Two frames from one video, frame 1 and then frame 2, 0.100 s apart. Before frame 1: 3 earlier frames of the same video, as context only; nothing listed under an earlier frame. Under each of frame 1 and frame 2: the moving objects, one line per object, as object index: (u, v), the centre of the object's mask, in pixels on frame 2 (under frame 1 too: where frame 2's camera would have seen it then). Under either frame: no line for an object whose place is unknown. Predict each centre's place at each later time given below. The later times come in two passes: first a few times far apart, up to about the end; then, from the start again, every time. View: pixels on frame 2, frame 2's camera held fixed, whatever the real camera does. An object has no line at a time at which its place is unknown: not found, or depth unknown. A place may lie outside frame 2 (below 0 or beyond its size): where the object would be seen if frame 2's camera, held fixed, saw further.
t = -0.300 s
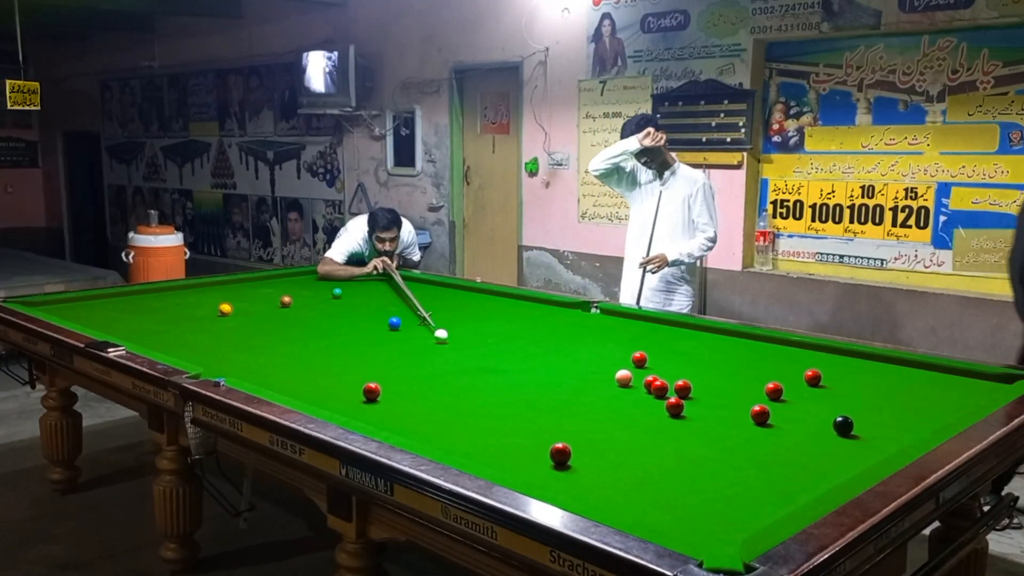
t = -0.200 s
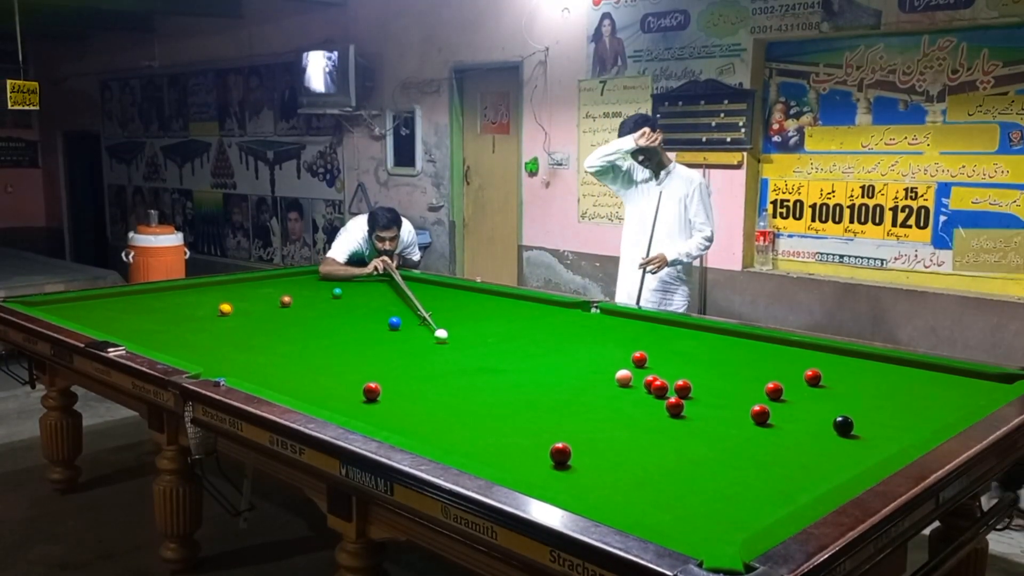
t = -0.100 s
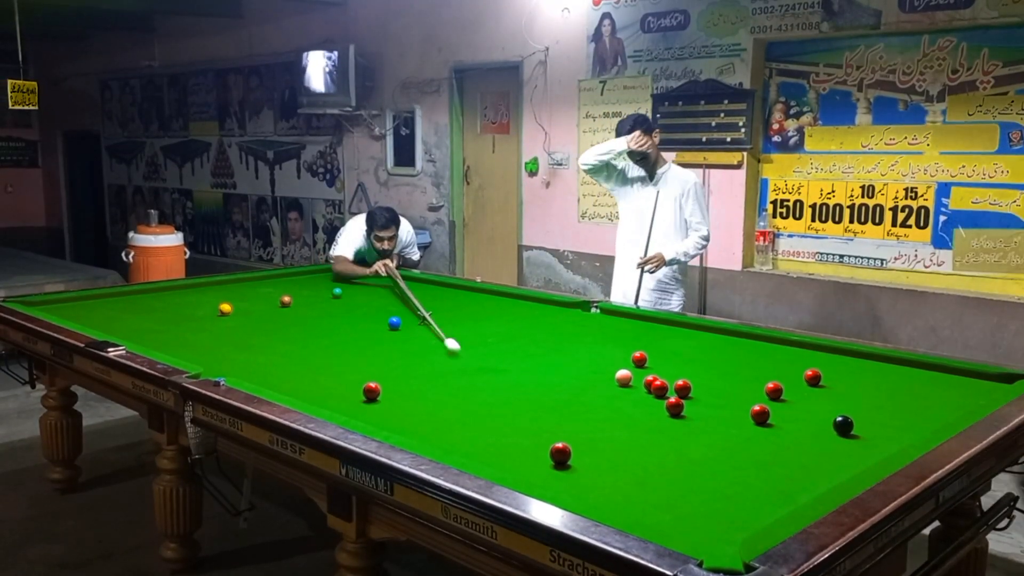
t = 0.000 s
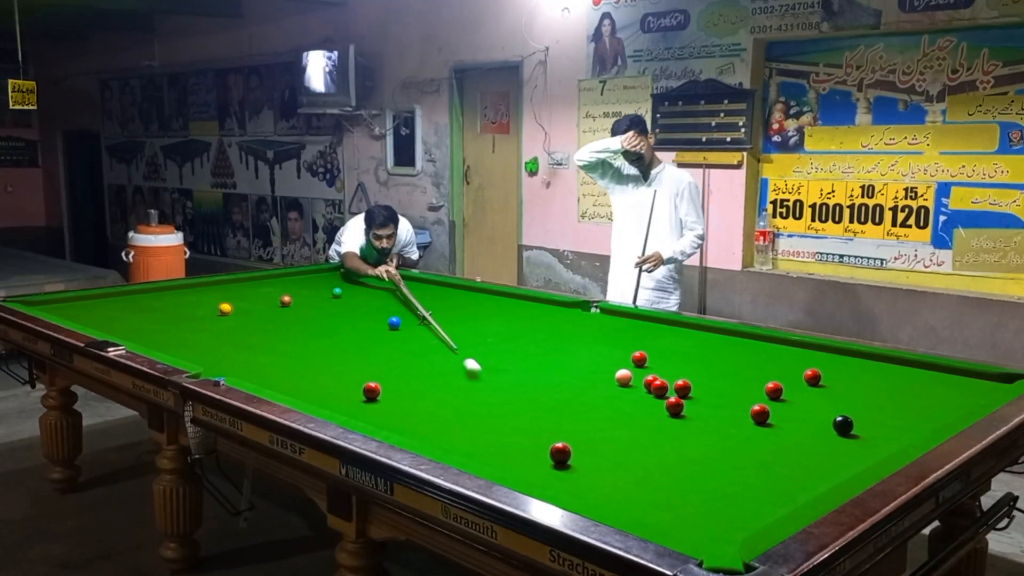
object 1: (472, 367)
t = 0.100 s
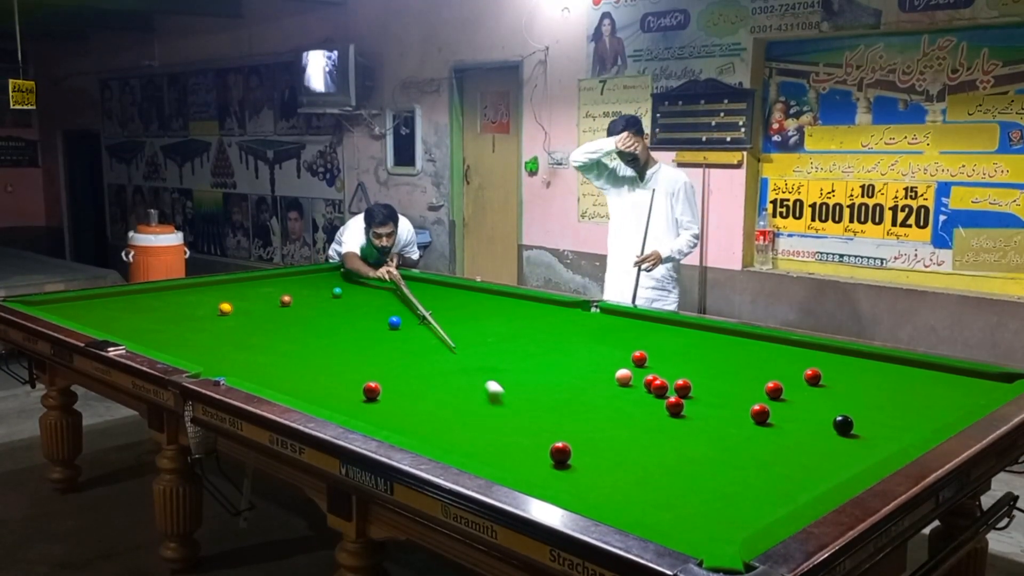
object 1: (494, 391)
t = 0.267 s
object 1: (536, 435)
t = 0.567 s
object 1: (512, 466)
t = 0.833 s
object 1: (592, 461)
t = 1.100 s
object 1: (665, 453)
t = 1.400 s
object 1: (739, 447)
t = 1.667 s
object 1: (798, 441)
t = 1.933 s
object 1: (852, 435)
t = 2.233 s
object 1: (907, 430)
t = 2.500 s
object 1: (926, 422)
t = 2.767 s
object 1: (923, 414)
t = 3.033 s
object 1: (920, 406)
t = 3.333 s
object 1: (919, 399)
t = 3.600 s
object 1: (918, 393)
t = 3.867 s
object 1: (917, 389)
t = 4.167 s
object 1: (917, 386)
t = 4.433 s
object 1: (918, 384)
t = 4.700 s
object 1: (918, 383)
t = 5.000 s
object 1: (918, 382)
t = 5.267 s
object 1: (918, 382)
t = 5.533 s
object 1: (918, 382)
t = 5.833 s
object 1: (918, 383)
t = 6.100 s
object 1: (918, 382)
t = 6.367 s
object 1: (918, 382)
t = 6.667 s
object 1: (918, 382)
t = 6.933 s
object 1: (918, 382)
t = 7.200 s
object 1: (918, 382)
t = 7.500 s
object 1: (918, 382)
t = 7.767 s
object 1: (918, 382)
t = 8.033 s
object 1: (918, 382)
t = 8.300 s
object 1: (918, 382)
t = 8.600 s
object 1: (918, 382)
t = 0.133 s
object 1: (502, 398)
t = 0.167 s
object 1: (510, 407)
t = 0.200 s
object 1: (518, 416)
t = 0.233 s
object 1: (527, 425)
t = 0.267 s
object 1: (536, 435)
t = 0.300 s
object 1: (544, 446)
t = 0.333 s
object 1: (538, 449)
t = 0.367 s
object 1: (530, 452)
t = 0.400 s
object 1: (522, 455)
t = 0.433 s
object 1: (516, 458)
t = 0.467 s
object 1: (510, 462)
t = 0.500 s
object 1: (505, 464)
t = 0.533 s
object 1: (503, 466)
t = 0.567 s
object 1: (512, 466)
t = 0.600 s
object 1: (523, 468)
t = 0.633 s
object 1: (533, 467)
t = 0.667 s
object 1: (543, 466)
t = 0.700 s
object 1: (553, 465)
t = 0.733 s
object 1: (563, 464)
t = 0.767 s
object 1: (573, 463)
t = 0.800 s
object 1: (582, 462)
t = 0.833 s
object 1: (592, 461)
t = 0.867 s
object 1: (601, 460)
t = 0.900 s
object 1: (611, 458)
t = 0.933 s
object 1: (620, 458)
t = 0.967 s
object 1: (629, 457)
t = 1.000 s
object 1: (638, 456)
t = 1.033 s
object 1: (647, 455)
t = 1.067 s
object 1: (656, 454)
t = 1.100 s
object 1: (665, 453)
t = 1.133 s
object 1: (674, 453)
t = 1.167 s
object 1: (682, 452)
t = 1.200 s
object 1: (691, 451)
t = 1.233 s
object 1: (699, 450)
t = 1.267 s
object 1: (707, 450)
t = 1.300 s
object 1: (715, 449)
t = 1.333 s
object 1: (723, 448)
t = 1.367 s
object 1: (731, 447)
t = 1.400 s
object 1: (739, 447)
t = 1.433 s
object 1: (747, 446)
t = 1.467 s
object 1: (754, 445)
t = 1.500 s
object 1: (762, 444)
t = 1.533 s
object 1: (769, 443)
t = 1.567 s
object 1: (777, 443)
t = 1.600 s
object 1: (784, 442)
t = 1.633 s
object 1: (791, 441)
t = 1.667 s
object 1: (798, 441)
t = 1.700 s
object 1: (805, 440)
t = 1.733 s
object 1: (813, 439)
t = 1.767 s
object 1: (819, 438)
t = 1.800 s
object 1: (826, 438)
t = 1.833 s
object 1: (833, 437)
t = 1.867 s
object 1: (840, 436)
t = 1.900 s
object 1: (846, 435)
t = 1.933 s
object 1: (852, 435)
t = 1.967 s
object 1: (859, 435)
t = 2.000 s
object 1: (865, 434)
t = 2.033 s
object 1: (871, 433)
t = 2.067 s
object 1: (878, 433)
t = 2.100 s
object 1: (884, 432)
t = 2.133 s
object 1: (890, 432)
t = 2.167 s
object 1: (896, 431)
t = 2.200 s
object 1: (902, 431)
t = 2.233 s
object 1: (907, 430)
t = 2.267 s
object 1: (913, 429)
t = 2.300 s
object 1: (918, 427)
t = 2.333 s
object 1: (923, 426)
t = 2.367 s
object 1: (926, 424)
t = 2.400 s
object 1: (926, 424)
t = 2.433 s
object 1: (926, 423)
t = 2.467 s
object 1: (926, 423)
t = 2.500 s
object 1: (926, 422)
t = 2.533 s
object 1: (925, 421)
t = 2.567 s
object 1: (925, 420)
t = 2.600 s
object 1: (925, 419)
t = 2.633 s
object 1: (924, 418)
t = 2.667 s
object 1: (924, 417)
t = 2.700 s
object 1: (924, 416)
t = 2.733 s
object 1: (923, 415)
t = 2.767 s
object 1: (923, 414)
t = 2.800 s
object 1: (922, 413)
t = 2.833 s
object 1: (922, 411)
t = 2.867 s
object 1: (922, 410)
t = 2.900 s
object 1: (922, 409)
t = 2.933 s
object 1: (921, 409)
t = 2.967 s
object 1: (921, 408)
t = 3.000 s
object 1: (920, 407)
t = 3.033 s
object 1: (920, 406)
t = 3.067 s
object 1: (920, 405)
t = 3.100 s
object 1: (920, 404)
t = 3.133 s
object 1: (920, 403)
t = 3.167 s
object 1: (920, 403)
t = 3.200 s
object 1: (919, 402)
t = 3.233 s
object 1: (919, 401)
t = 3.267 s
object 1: (919, 400)
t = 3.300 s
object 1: (919, 399)
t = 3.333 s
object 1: (919, 399)
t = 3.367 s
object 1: (919, 398)
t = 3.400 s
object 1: (919, 397)
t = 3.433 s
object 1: (919, 397)
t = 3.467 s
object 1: (919, 396)
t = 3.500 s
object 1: (919, 395)
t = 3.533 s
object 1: (918, 395)
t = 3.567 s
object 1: (918, 394)
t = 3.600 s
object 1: (918, 393)
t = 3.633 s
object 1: (918, 393)
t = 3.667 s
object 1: (918, 392)
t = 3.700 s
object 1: (918, 392)
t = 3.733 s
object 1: (918, 391)
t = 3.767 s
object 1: (918, 391)
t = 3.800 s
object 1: (917, 390)
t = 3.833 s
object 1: (917, 390)
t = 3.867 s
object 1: (917, 389)
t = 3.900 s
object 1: (917, 389)
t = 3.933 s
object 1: (917, 388)
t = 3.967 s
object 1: (917, 388)
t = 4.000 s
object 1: (917, 388)
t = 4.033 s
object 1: (917, 387)
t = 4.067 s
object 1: (917, 387)
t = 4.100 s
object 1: (917, 387)
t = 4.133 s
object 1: (917, 386)
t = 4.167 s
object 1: (917, 386)
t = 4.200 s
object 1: (917, 386)
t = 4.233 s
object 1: (918, 385)
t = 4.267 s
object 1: (918, 385)
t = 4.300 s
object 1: (918, 385)
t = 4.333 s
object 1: (918, 385)
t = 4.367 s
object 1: (918, 384)
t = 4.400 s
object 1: (918, 384)
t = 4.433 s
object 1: (918, 384)
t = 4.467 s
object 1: (918, 384)
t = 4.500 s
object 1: (918, 384)
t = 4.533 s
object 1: (918, 383)
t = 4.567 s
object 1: (918, 383)
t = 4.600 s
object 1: (918, 383)
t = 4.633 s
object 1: (918, 383)
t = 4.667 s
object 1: (918, 383)
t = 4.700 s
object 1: (918, 383)
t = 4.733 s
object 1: (918, 383)
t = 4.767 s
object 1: (918, 383)
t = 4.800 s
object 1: (918, 382)
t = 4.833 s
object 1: (918, 382)
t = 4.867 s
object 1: (918, 382)
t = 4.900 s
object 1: (918, 382)
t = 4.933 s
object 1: (918, 382)
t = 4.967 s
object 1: (918, 382)
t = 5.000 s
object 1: (918, 382)
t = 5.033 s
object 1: (918, 382)
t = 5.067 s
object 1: (918, 382)
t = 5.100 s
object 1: (918, 382)
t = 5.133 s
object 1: (918, 382)
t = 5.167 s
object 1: (918, 382)
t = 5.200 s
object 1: (918, 382)
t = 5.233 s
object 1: (918, 382)
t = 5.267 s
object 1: (918, 382)
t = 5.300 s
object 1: (918, 382)
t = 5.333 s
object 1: (918, 382)
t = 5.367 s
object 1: (918, 382)
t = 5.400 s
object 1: (918, 382)
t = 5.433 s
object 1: (918, 382)
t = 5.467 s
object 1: (918, 382)
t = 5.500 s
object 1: (918, 382)
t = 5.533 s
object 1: (918, 382)
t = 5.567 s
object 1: (918, 382)
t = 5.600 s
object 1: (918, 382)
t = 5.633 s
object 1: (918, 382)
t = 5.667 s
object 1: (918, 382)
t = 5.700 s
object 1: (918, 382)
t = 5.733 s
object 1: (918, 382)
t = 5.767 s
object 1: (918, 382)
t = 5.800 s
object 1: (918, 383)
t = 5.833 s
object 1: (918, 383)
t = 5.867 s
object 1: (918, 382)
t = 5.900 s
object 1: (918, 382)
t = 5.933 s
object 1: (918, 382)
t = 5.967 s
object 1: (918, 382)
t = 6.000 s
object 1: (918, 382)
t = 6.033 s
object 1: (918, 382)
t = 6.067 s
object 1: (918, 382)
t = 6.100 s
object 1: (918, 382)
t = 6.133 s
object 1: (918, 382)
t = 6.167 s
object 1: (918, 382)
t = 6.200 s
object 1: (918, 382)
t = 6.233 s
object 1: (918, 382)
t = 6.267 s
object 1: (918, 382)
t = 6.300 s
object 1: (918, 382)
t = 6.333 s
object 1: (918, 382)
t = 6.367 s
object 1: (918, 382)
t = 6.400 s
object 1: (918, 382)
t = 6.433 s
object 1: (918, 382)
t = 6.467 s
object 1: (918, 382)
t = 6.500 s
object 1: (918, 382)
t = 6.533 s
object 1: (918, 382)
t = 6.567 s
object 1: (918, 382)
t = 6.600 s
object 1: (918, 382)
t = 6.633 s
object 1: (918, 382)
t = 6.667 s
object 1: (918, 382)
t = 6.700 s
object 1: (918, 382)
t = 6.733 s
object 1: (918, 382)
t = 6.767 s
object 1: (918, 382)
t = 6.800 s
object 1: (918, 382)
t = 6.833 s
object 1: (918, 382)
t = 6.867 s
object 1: (918, 382)
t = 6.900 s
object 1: (918, 382)
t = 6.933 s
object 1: (918, 382)
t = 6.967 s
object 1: (918, 382)
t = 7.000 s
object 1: (918, 382)
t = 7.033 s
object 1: (918, 382)
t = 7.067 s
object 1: (918, 383)
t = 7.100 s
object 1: (918, 382)
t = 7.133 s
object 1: (918, 382)
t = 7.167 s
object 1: (918, 382)
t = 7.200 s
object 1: (918, 382)
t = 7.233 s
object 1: (918, 382)
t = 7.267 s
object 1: (918, 382)
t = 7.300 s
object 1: (918, 382)
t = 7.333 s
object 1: (918, 383)
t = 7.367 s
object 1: (918, 382)
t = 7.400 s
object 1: (918, 382)
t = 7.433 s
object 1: (918, 382)
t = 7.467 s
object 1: (918, 382)
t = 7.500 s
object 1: (918, 382)
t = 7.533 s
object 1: (918, 382)
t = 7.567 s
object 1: (918, 382)
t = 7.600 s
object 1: (918, 382)
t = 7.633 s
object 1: (918, 382)
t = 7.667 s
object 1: (918, 382)
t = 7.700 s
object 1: (918, 382)
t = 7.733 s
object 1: (918, 382)
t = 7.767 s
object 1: (918, 382)
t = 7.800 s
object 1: (918, 383)
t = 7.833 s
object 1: (918, 383)
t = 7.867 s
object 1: (918, 383)
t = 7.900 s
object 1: (918, 382)
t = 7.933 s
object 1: (918, 382)
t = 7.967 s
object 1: (918, 382)
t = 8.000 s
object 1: (918, 382)
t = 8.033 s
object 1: (918, 382)
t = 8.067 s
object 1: (918, 383)
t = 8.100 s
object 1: (918, 382)
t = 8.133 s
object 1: (918, 383)
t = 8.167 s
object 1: (918, 382)
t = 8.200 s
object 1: (918, 382)
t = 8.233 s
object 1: (918, 382)
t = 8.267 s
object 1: (918, 382)
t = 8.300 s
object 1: (918, 382)
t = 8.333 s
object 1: (918, 382)
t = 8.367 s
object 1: (918, 382)
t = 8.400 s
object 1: (918, 382)
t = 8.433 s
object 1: (918, 382)
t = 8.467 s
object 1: (918, 382)
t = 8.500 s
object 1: (918, 382)
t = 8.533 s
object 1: (918, 382)
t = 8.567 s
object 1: (918, 382)
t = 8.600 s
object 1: (918, 382)
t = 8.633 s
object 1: (918, 382)
